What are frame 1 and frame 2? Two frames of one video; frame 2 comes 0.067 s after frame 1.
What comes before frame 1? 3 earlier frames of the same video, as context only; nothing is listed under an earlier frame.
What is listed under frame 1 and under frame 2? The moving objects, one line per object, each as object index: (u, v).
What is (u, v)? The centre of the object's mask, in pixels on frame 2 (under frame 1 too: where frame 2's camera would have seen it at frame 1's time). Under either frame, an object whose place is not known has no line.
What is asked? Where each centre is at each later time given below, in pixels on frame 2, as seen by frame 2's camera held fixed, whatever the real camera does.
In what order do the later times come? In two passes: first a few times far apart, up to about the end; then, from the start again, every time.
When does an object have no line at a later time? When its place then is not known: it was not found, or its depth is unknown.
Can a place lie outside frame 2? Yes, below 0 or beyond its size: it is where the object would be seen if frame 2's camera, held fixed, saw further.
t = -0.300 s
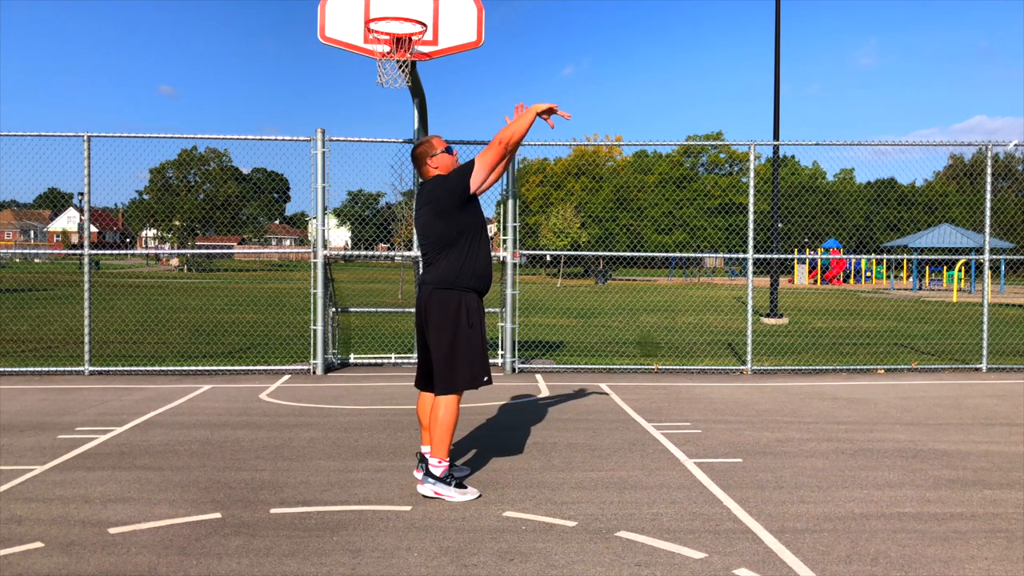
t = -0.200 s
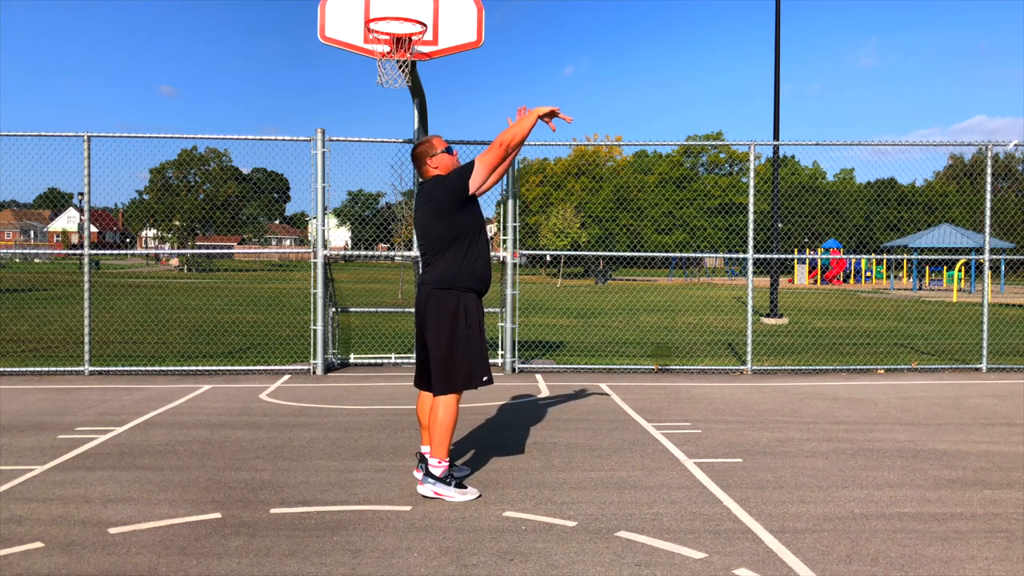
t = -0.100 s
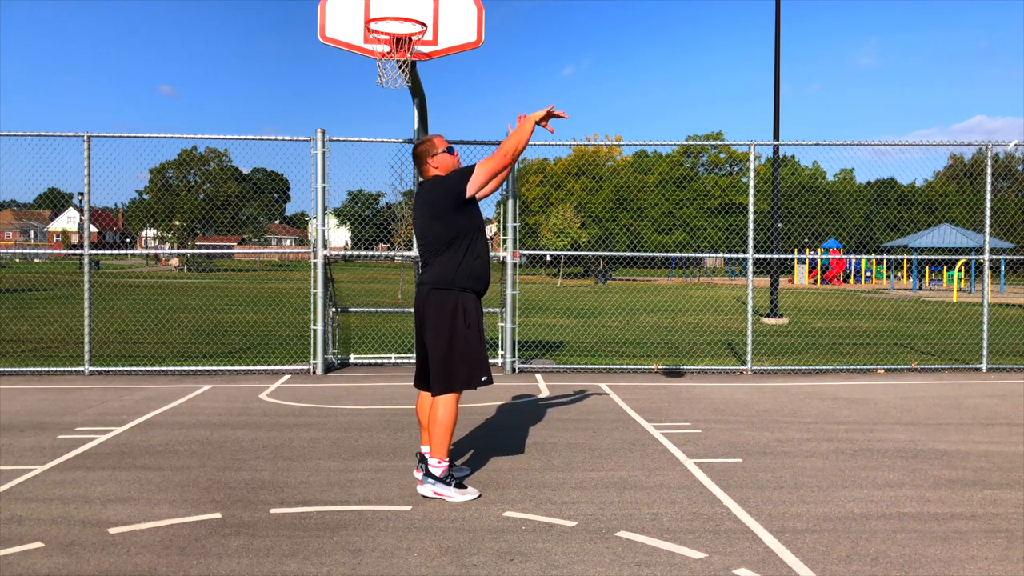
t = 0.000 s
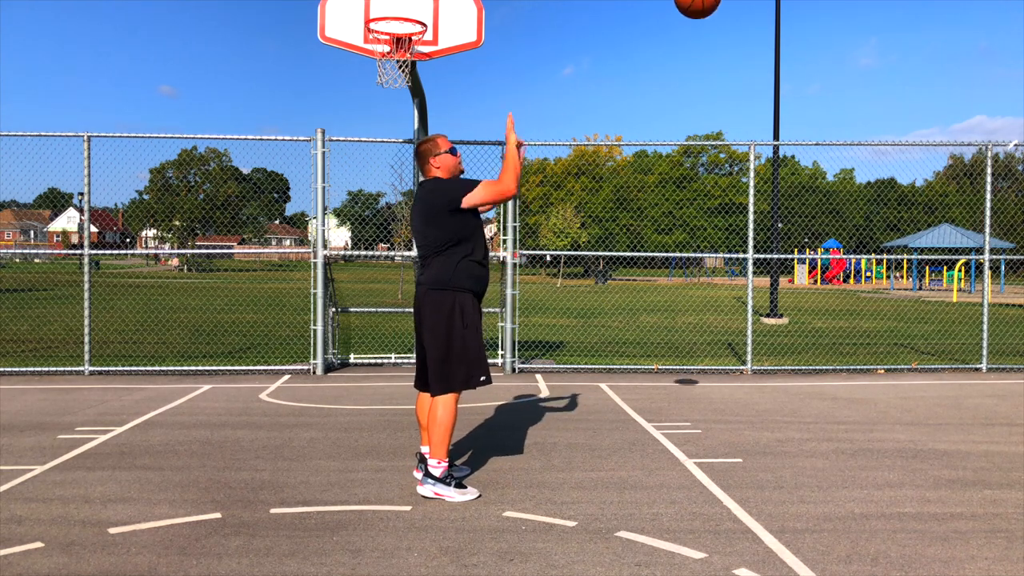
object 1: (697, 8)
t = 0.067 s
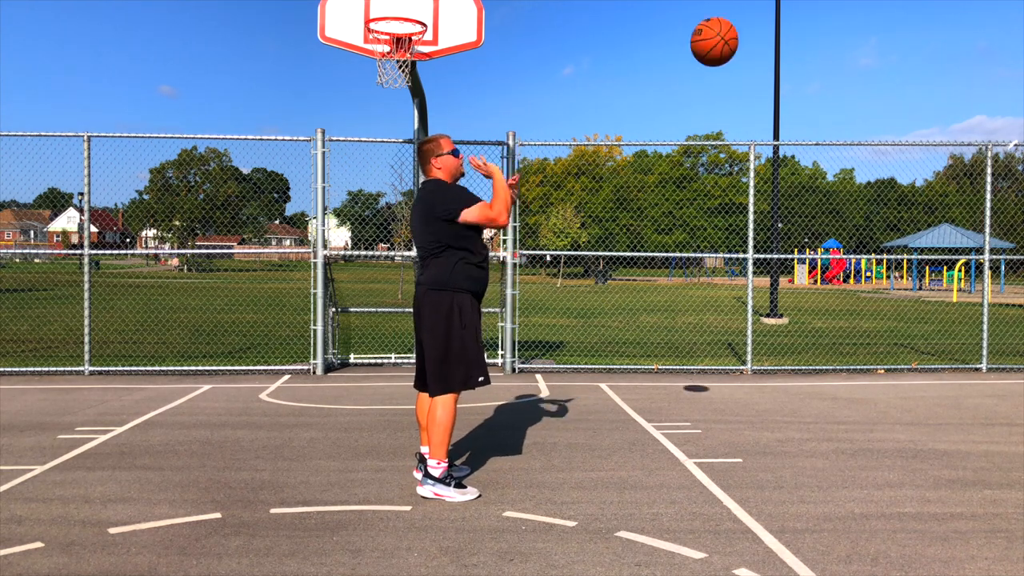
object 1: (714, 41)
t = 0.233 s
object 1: (755, 199)
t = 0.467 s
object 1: (808, 460)
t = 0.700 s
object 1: (803, 248)
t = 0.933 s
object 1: (793, 135)
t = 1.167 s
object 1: (780, 127)
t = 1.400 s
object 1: (765, 229)
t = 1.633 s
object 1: (745, 441)
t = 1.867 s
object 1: (739, 343)
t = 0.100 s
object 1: (722, 69)
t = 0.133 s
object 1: (730, 98)
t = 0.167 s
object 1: (738, 129)
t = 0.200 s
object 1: (746, 163)
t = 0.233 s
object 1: (755, 199)
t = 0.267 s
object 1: (763, 237)
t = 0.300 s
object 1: (771, 278)
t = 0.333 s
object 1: (780, 320)
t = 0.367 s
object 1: (789, 364)
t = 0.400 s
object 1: (797, 411)
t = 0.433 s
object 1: (806, 460)
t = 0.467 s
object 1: (808, 460)
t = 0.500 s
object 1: (807, 424)
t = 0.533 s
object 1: (807, 390)
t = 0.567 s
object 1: (806, 357)
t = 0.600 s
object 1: (805, 327)
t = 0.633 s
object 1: (804, 299)
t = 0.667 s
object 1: (804, 272)
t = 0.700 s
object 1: (803, 248)
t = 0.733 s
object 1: (802, 225)
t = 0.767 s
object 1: (801, 205)
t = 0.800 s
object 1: (800, 187)
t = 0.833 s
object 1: (798, 170)
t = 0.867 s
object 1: (797, 157)
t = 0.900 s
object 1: (795, 145)
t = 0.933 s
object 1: (793, 135)
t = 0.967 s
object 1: (792, 127)
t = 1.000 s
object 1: (790, 122)
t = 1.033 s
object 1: (788, 119)
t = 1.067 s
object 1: (786, 117)
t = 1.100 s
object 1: (784, 119)
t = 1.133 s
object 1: (782, 122)
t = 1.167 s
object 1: (780, 127)
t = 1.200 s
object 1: (778, 135)
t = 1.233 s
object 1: (776, 145)
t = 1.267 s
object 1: (774, 157)
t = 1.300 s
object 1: (772, 172)
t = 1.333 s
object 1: (769, 188)
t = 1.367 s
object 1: (767, 207)
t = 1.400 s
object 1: (765, 229)
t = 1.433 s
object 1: (762, 252)
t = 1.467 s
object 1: (759, 278)
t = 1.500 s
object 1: (756, 306)
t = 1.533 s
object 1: (754, 336)
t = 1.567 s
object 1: (751, 369)
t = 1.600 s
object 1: (748, 404)
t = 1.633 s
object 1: (745, 441)
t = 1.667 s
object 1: (742, 480)
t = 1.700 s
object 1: (742, 465)
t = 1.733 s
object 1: (741, 437)
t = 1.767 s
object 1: (740, 410)
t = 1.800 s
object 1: (740, 386)
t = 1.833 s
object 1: (739, 363)
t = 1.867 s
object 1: (739, 343)
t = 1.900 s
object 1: (738, 325)
